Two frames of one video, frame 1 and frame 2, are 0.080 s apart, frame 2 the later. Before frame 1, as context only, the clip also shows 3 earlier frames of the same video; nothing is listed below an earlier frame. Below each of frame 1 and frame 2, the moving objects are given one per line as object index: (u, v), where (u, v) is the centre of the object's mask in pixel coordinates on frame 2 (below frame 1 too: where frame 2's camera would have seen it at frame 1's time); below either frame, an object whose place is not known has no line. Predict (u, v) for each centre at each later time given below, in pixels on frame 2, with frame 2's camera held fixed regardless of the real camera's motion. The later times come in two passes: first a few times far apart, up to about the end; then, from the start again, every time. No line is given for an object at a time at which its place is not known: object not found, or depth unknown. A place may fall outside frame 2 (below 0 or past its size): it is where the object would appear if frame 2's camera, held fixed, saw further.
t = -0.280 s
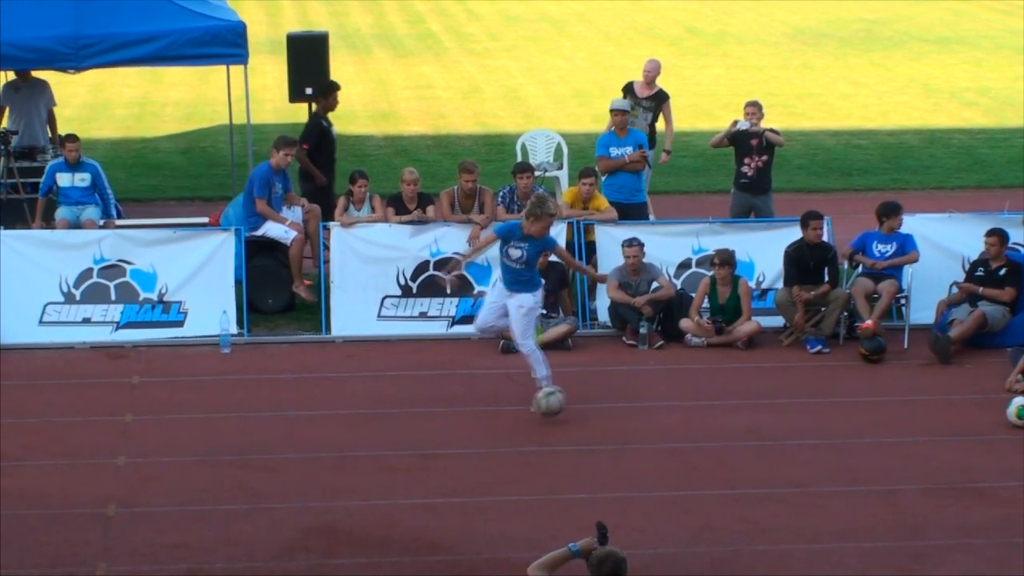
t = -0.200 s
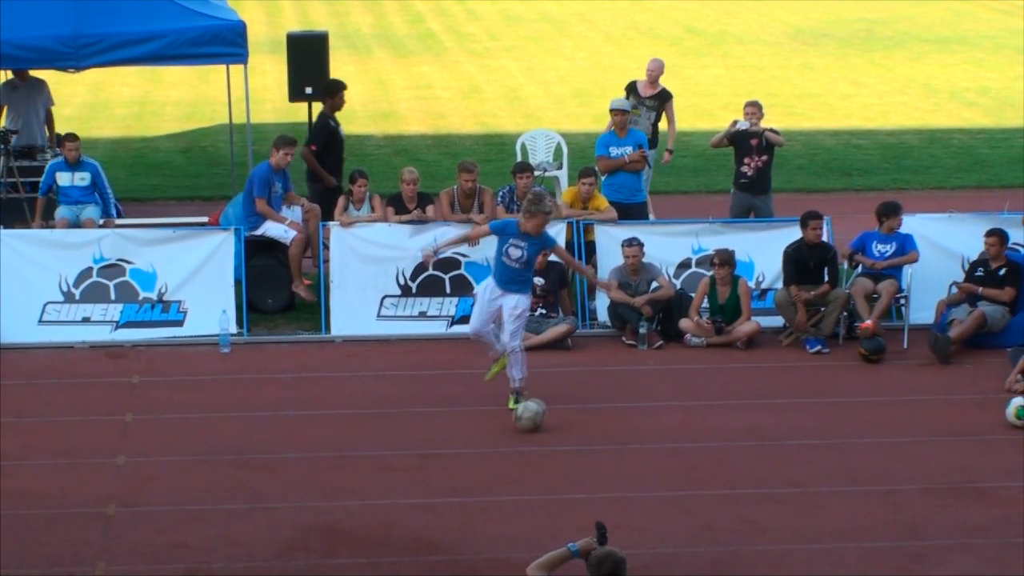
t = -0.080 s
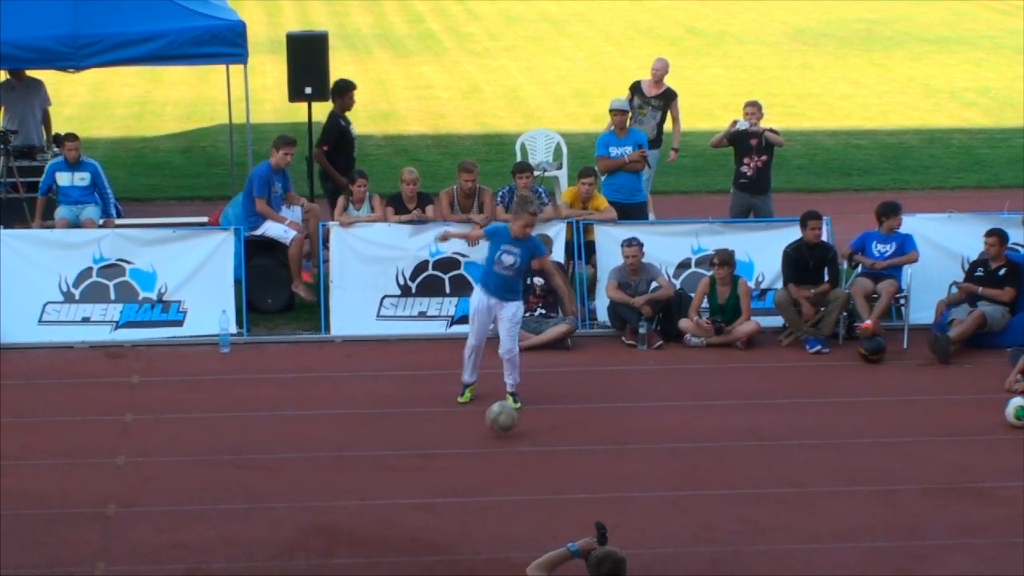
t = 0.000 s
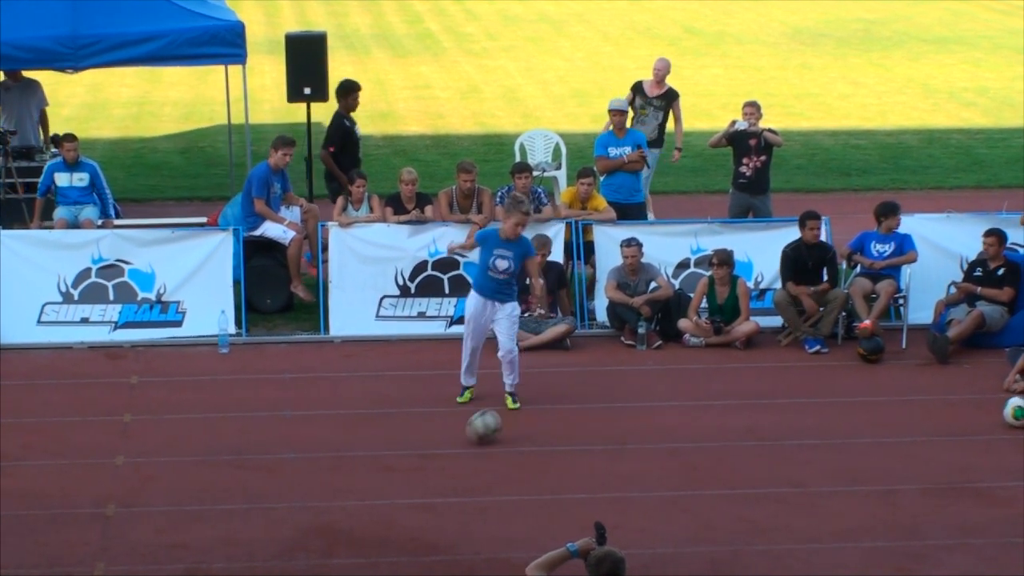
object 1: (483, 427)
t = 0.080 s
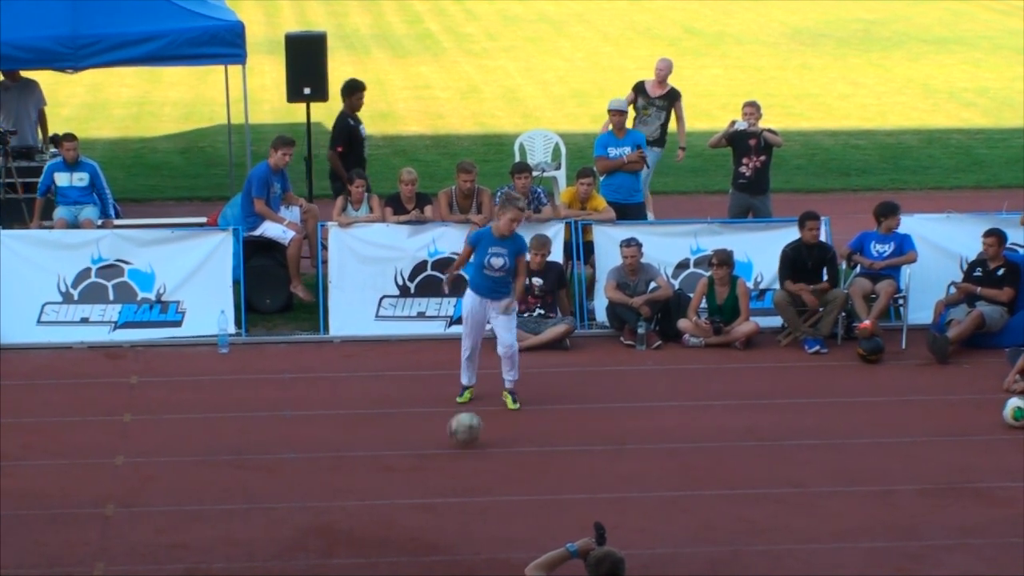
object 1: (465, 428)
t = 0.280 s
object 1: (419, 441)
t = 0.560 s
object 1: (352, 461)
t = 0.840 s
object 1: (283, 481)
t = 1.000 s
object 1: (242, 491)
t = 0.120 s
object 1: (456, 429)
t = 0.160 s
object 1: (447, 433)
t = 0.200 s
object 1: (437, 440)
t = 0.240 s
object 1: (428, 440)
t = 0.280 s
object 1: (419, 441)
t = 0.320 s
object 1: (409, 443)
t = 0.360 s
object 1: (399, 449)
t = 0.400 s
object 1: (391, 451)
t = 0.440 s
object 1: (381, 452)
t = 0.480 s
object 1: (371, 456)
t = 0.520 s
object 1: (362, 459)
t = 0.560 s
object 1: (352, 461)
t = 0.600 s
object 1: (342, 463)
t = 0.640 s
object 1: (332, 467)
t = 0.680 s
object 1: (323, 469)
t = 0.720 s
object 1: (313, 472)
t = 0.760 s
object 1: (302, 475)
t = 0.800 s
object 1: (293, 477)
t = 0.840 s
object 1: (283, 481)
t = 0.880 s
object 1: (273, 484)
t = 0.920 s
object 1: (261, 485)
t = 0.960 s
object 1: (252, 489)
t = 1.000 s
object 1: (242, 491)
